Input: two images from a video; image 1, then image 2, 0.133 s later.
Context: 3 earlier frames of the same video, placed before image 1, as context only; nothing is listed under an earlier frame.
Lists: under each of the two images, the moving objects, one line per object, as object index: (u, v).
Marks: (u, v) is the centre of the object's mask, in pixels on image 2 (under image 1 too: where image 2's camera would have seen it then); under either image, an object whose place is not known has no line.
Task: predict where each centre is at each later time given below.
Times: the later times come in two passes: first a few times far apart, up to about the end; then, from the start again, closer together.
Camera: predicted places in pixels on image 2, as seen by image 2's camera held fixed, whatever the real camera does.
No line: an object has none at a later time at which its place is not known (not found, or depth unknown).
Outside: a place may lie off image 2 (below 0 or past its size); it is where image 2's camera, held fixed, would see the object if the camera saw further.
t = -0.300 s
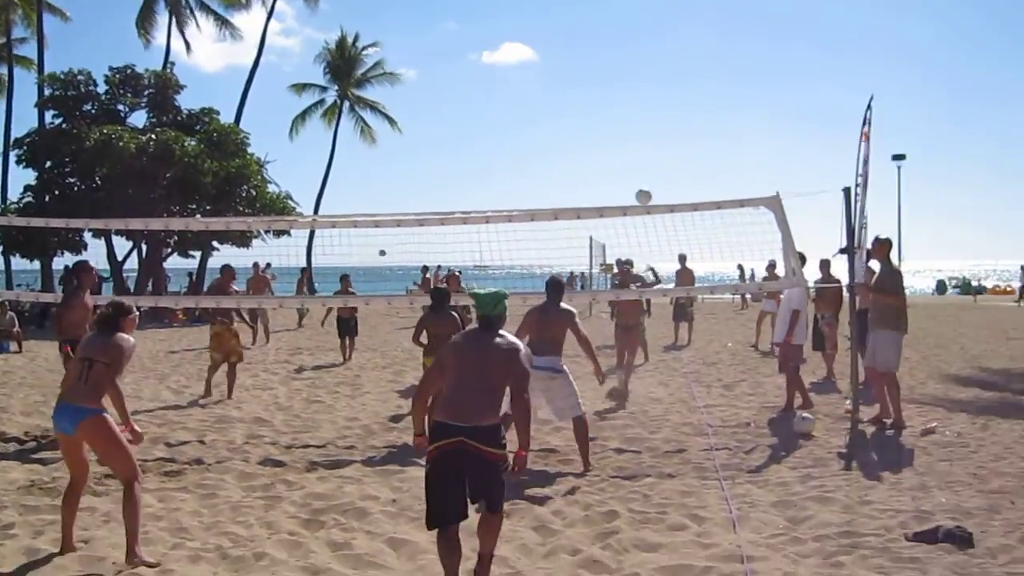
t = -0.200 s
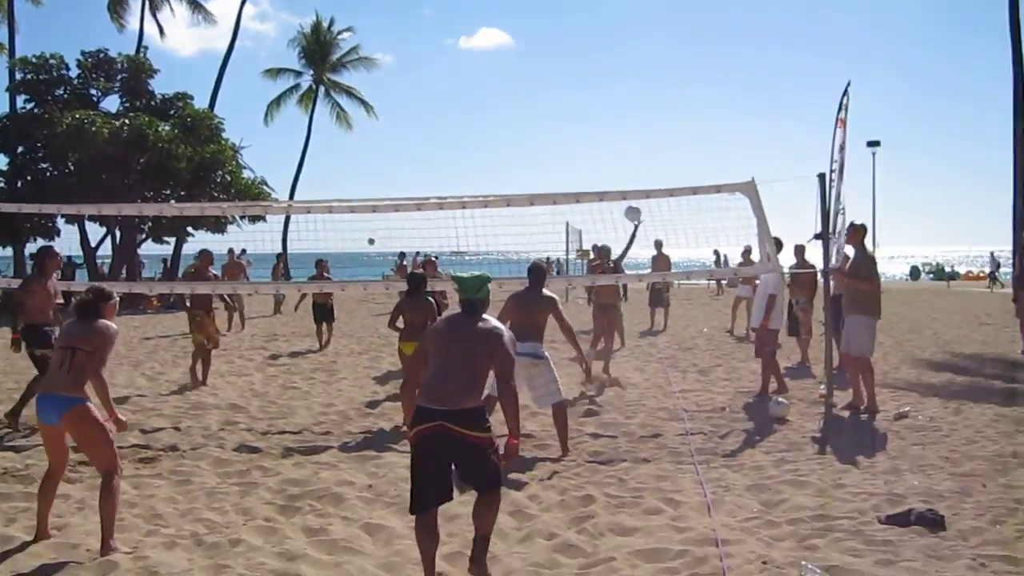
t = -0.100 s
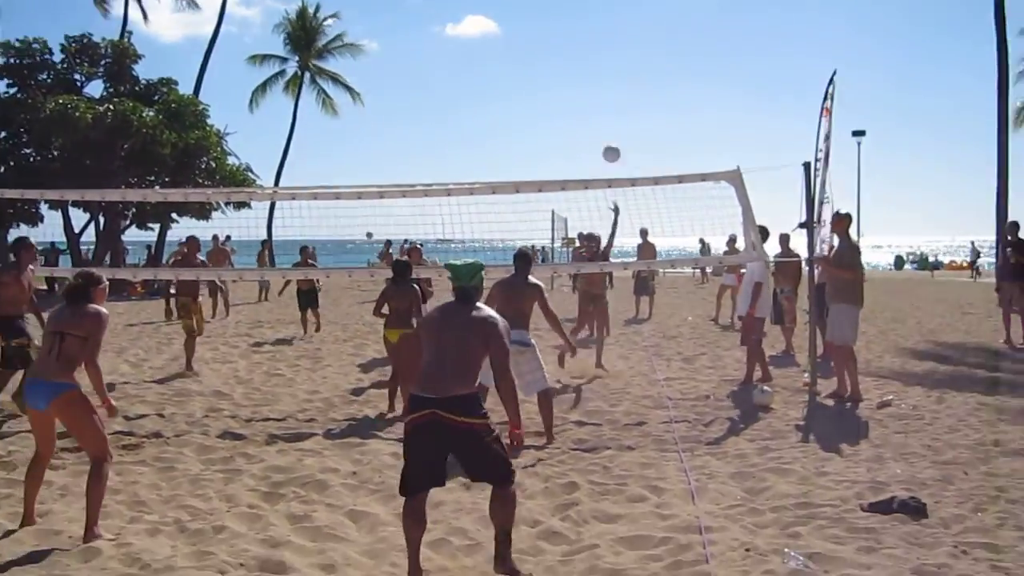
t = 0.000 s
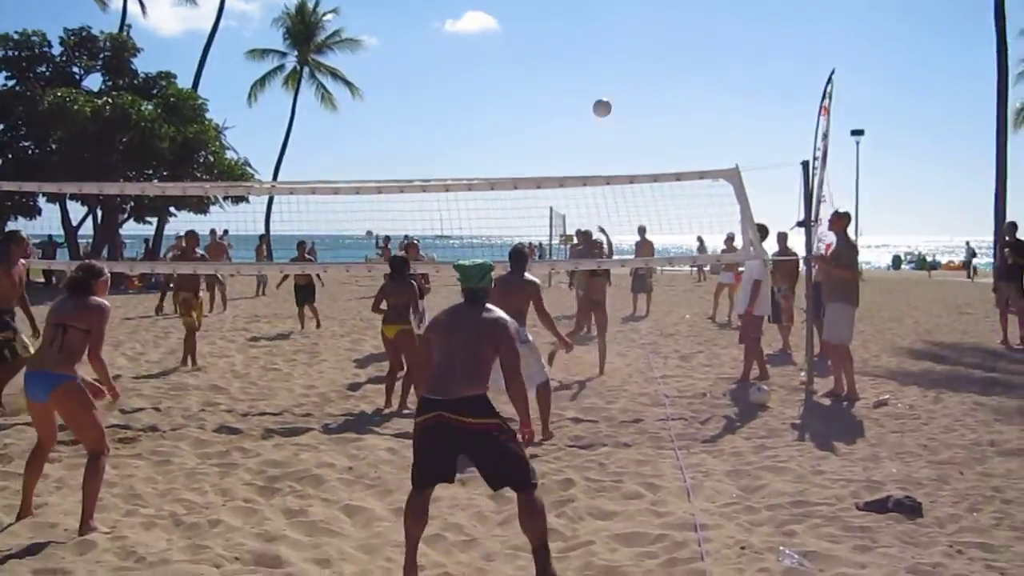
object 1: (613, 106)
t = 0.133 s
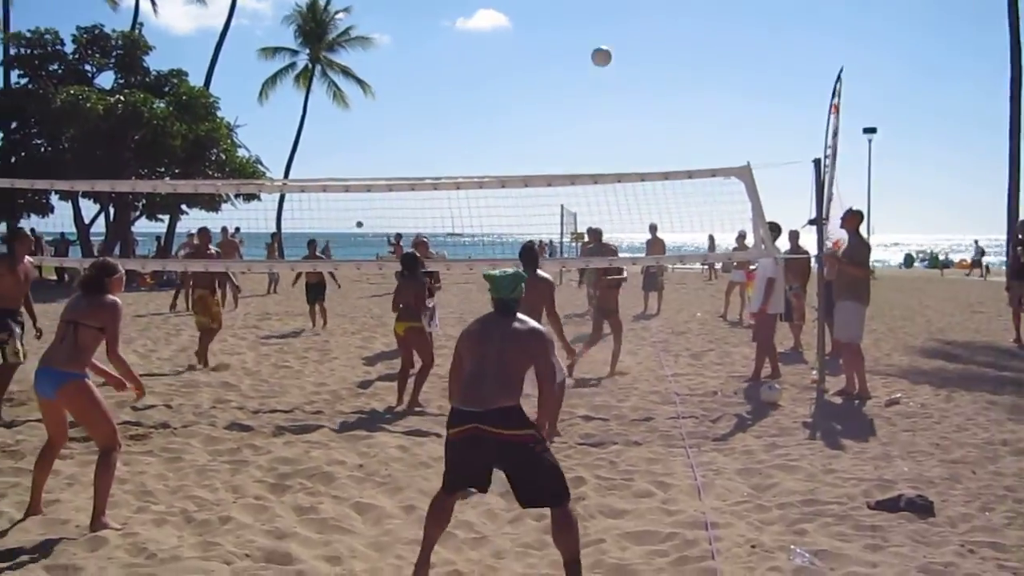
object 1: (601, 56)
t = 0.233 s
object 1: (591, 26)
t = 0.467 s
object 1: (564, -10)
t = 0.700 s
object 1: (528, 24)
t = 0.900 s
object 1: (485, 137)
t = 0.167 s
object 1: (598, 45)
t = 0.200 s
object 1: (594, 36)
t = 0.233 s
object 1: (591, 26)
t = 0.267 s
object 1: (587, 18)
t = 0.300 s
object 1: (584, 11)
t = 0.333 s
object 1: (580, 5)
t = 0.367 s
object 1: (576, 0)
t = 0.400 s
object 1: (572, -4)
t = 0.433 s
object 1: (568, -8)
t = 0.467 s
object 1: (564, -10)
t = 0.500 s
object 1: (559, -10)
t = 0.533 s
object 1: (555, -9)
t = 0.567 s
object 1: (550, -6)
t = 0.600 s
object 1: (545, -1)
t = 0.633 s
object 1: (539, 5)
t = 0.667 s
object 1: (534, 14)
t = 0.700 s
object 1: (528, 24)
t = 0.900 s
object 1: (485, 137)
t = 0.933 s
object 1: (476, 166)
